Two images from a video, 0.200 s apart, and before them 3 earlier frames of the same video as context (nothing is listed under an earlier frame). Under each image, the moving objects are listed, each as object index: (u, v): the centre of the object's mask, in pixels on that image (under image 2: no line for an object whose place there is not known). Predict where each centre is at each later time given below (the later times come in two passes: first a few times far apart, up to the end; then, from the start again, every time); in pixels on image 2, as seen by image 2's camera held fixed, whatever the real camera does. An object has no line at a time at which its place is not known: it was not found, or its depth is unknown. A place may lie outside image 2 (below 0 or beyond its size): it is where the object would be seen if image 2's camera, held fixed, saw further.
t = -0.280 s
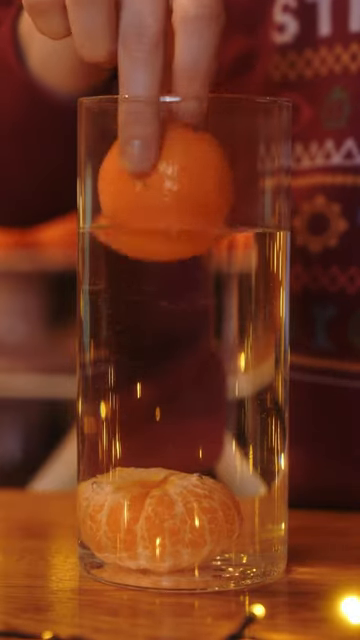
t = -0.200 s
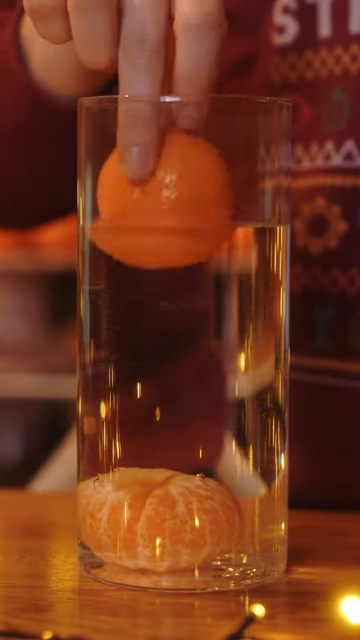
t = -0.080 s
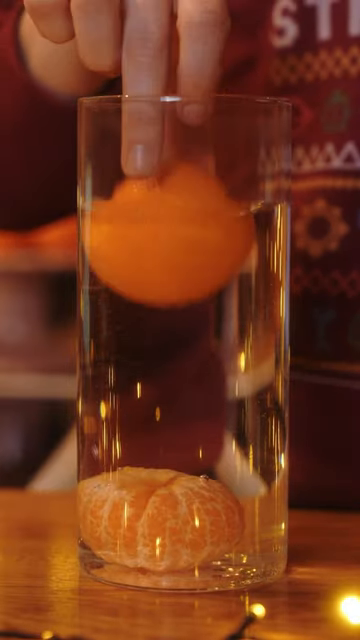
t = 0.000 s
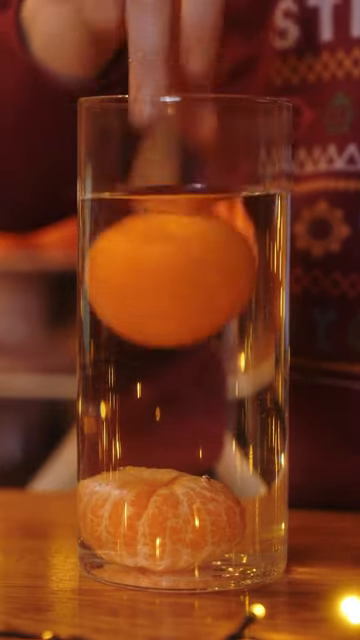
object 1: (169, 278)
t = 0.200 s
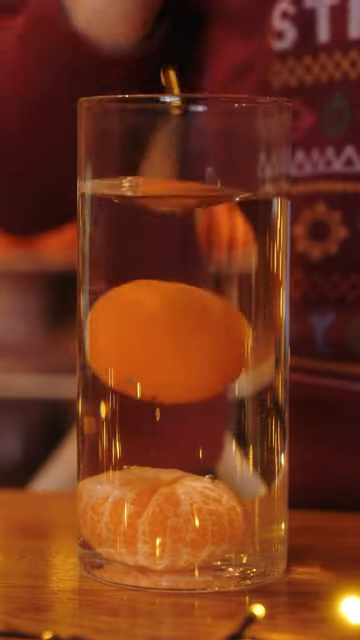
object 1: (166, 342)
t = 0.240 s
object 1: (165, 351)
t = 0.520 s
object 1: (164, 372)
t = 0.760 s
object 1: (171, 358)
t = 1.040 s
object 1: (180, 301)
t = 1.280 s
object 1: (189, 231)
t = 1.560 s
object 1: (199, 265)
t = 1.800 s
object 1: (203, 277)
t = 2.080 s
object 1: (207, 246)
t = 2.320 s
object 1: (212, 242)
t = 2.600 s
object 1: (217, 255)
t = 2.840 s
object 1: (213, 241)
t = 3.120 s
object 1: (216, 246)
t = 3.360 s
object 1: (216, 242)
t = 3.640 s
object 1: (215, 245)
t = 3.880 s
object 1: (214, 244)
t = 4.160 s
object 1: (214, 244)
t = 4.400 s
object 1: (214, 243)
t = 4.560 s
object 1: (214, 244)
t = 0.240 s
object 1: (165, 351)
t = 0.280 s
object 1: (164, 357)
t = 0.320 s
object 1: (164, 363)
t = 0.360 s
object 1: (164, 367)
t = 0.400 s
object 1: (164, 370)
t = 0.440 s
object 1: (164, 372)
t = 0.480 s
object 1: (164, 372)
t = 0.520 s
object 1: (164, 372)
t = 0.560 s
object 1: (165, 371)
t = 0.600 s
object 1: (166, 371)
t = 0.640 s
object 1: (167, 369)
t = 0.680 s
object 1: (168, 366)
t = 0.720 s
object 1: (169, 363)
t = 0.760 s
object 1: (171, 358)
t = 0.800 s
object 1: (173, 353)
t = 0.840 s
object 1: (174, 347)
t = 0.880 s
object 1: (175, 339)
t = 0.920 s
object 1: (177, 331)
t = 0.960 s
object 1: (178, 322)
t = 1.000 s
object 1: (179, 312)
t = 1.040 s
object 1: (180, 301)
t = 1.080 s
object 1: (182, 290)
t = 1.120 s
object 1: (184, 278)
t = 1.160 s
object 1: (186, 266)
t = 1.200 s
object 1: (188, 253)
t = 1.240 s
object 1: (189, 241)
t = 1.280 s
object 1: (189, 231)
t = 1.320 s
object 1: (188, 226)
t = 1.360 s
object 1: (189, 227)
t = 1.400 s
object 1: (191, 234)
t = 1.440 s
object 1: (194, 243)
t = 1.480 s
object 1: (196, 252)
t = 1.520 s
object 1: (198, 259)
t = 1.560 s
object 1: (199, 265)
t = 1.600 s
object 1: (200, 271)
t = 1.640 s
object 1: (201, 274)
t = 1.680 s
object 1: (201, 277)
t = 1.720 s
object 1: (202, 278)
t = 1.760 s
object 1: (203, 278)
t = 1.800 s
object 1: (203, 277)
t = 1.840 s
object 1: (204, 275)
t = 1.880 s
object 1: (205, 273)
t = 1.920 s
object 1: (205, 269)
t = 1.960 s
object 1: (205, 264)
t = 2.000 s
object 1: (206, 258)
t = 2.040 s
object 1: (207, 252)
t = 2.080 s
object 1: (207, 246)
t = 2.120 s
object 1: (208, 240)
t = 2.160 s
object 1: (208, 235)
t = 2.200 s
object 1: (209, 233)
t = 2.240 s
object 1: (210, 234)
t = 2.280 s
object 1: (211, 237)
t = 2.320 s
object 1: (212, 242)
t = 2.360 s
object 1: (213, 247)
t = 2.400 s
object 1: (215, 251)
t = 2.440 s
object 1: (216, 254)
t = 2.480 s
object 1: (216, 256)
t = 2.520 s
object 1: (216, 256)
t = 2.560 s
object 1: (217, 256)
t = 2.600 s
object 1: (217, 255)
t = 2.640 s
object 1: (217, 252)
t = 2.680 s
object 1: (216, 250)
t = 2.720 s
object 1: (215, 248)
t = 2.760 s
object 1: (214, 245)
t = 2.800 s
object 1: (214, 243)
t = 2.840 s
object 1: (213, 241)
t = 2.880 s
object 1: (214, 240)
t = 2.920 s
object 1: (214, 240)
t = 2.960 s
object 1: (214, 241)
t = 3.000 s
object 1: (215, 243)
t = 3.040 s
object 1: (215, 245)
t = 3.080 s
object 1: (215, 246)
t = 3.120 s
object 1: (216, 246)
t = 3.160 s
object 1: (216, 246)
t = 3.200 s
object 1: (217, 246)
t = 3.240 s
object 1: (217, 245)
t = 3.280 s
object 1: (217, 244)
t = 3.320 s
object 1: (216, 243)
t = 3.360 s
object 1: (216, 242)
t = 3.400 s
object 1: (215, 242)
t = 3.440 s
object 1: (215, 242)
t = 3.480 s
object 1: (215, 242)
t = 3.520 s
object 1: (215, 242)
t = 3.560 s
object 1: (215, 243)
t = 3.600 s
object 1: (215, 244)
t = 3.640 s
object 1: (215, 245)
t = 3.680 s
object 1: (215, 245)
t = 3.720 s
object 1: (215, 245)
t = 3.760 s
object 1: (215, 245)
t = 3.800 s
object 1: (215, 245)
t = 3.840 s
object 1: (214, 244)
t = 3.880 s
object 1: (214, 244)
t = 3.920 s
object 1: (214, 243)
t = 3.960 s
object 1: (214, 243)
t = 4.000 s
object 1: (214, 243)
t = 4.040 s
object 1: (214, 243)
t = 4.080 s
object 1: (214, 244)
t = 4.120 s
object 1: (214, 244)
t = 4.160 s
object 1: (214, 244)
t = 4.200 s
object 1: (214, 244)
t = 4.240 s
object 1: (214, 244)
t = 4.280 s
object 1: (214, 244)
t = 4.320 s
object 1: (214, 244)
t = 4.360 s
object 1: (214, 243)
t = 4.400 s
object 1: (214, 243)
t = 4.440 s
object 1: (214, 243)
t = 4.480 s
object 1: (214, 243)
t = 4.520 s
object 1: (214, 243)
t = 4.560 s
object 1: (214, 244)
